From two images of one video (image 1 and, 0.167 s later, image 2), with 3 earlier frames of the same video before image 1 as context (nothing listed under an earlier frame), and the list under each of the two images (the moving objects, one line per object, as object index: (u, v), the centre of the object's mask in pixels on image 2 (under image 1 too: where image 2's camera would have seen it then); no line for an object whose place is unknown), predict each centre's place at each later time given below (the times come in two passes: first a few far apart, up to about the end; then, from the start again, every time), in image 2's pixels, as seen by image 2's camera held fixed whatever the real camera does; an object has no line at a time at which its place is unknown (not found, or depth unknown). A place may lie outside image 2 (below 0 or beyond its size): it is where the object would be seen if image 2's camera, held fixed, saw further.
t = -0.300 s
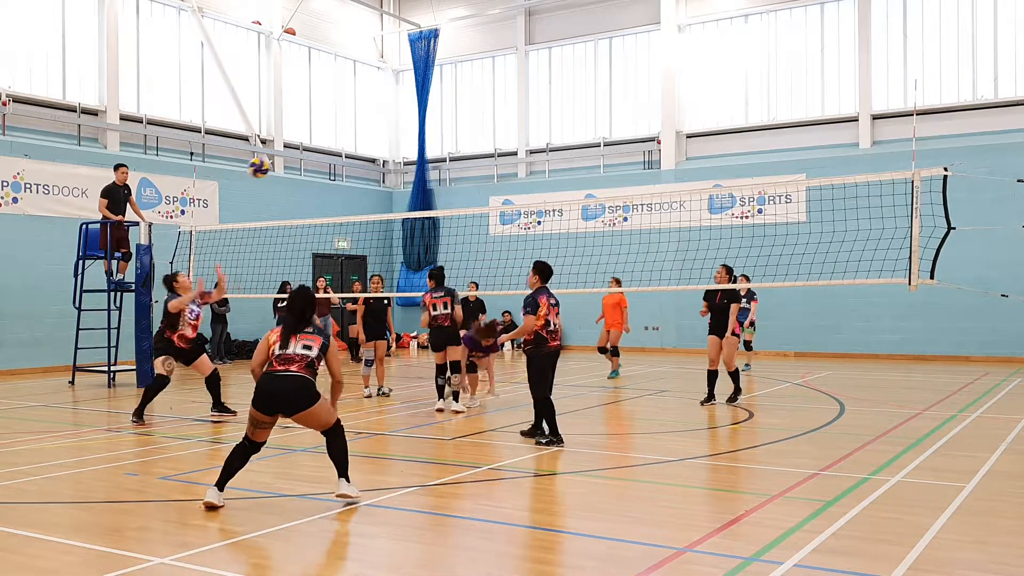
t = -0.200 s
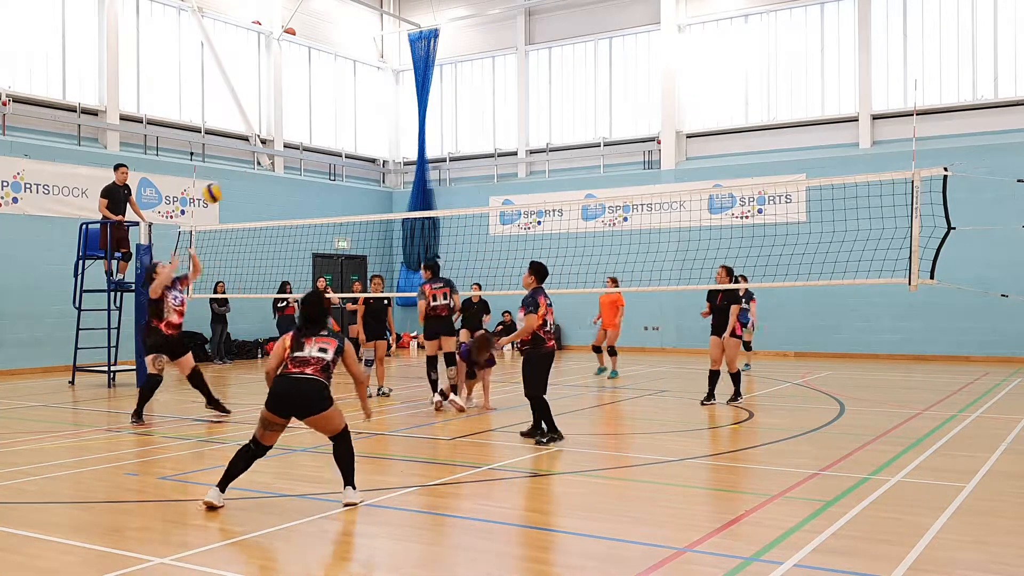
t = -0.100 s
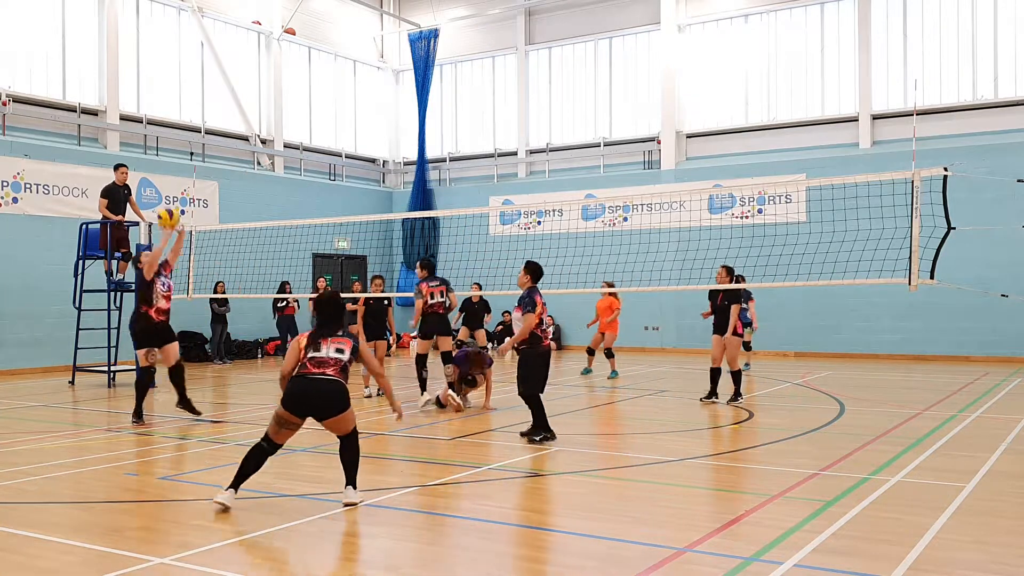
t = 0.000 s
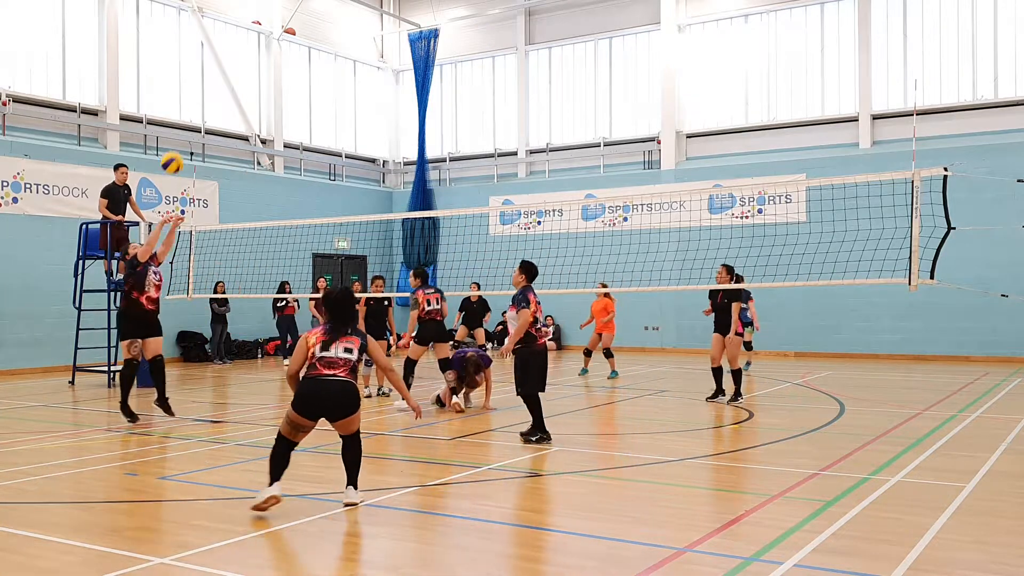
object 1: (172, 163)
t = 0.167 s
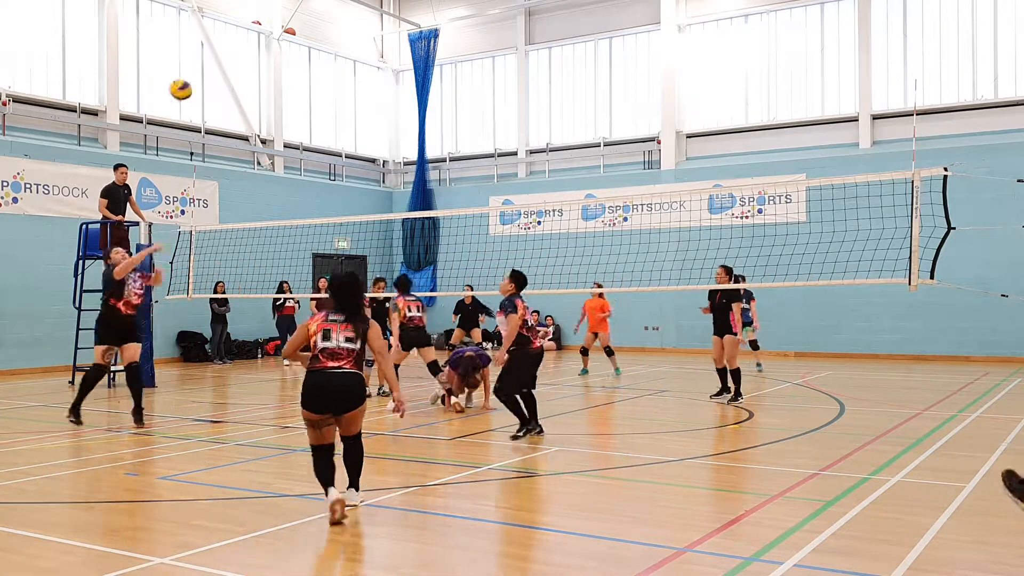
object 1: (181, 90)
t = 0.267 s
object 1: (186, 57)
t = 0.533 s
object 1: (199, 22)
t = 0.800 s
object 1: (215, 71)
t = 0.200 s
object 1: (182, 78)
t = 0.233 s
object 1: (184, 67)
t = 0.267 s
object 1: (186, 57)
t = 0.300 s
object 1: (188, 49)
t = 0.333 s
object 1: (189, 41)
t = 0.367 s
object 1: (190, 35)
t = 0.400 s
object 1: (192, 30)
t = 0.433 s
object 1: (194, 26)
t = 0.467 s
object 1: (196, 24)
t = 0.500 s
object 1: (198, 22)
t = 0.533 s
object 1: (199, 22)
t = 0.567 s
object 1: (201, 24)
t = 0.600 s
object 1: (203, 26)
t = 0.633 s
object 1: (205, 29)
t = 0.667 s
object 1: (206, 35)
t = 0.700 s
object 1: (208, 42)
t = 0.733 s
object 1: (210, 50)
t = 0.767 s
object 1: (213, 60)
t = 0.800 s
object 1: (215, 71)
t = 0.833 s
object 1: (217, 84)
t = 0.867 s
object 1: (220, 98)
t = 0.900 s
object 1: (222, 114)
